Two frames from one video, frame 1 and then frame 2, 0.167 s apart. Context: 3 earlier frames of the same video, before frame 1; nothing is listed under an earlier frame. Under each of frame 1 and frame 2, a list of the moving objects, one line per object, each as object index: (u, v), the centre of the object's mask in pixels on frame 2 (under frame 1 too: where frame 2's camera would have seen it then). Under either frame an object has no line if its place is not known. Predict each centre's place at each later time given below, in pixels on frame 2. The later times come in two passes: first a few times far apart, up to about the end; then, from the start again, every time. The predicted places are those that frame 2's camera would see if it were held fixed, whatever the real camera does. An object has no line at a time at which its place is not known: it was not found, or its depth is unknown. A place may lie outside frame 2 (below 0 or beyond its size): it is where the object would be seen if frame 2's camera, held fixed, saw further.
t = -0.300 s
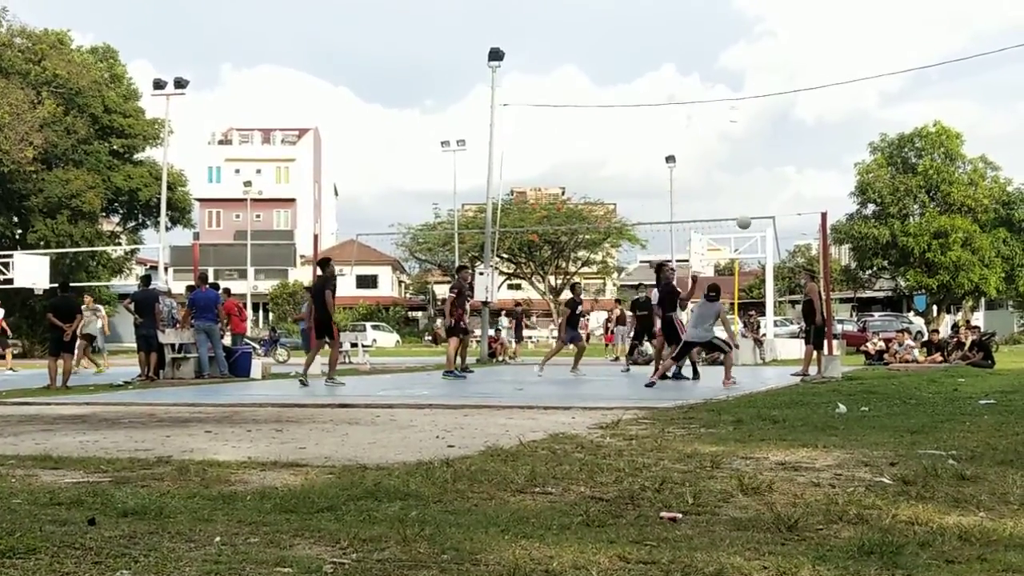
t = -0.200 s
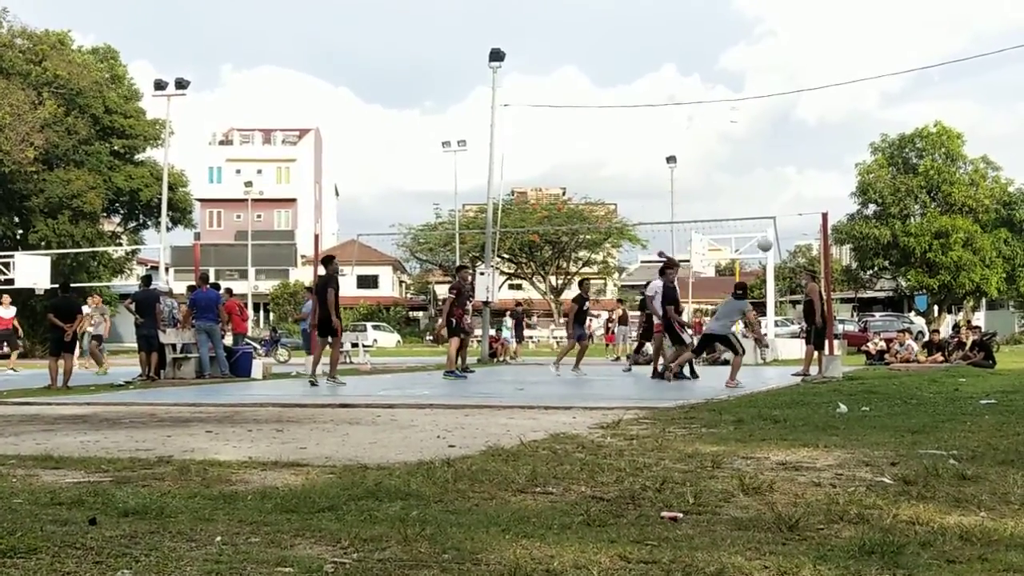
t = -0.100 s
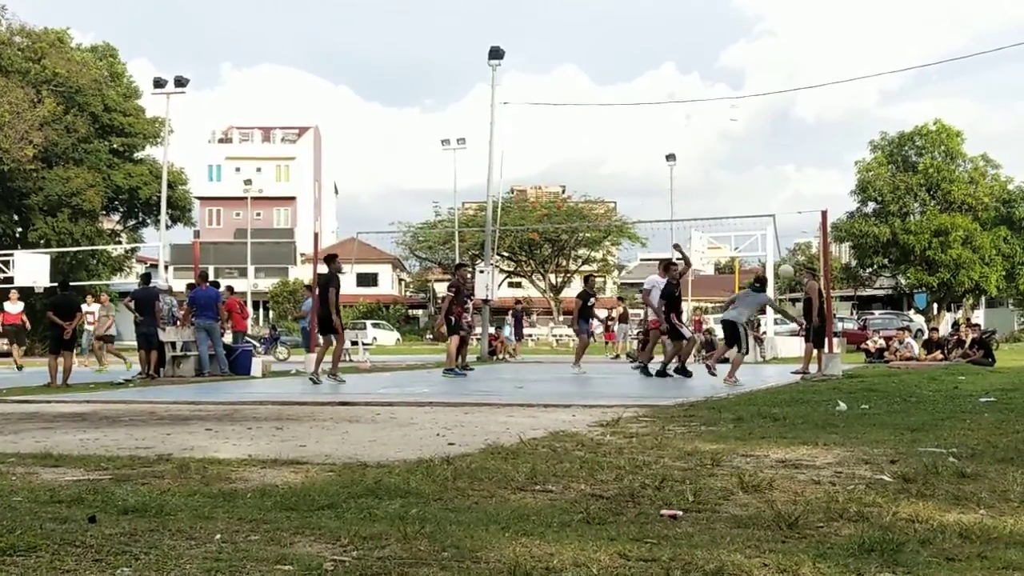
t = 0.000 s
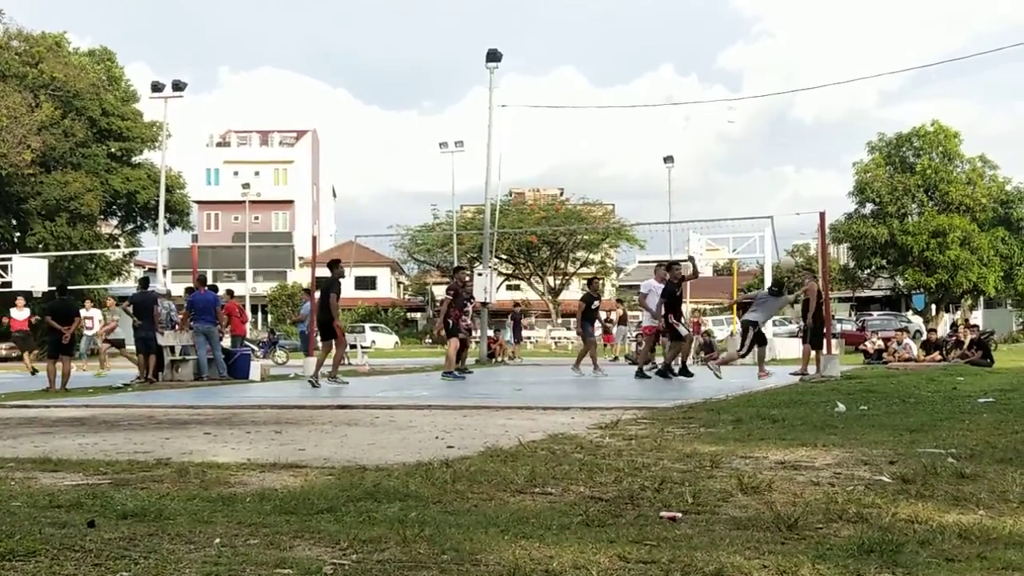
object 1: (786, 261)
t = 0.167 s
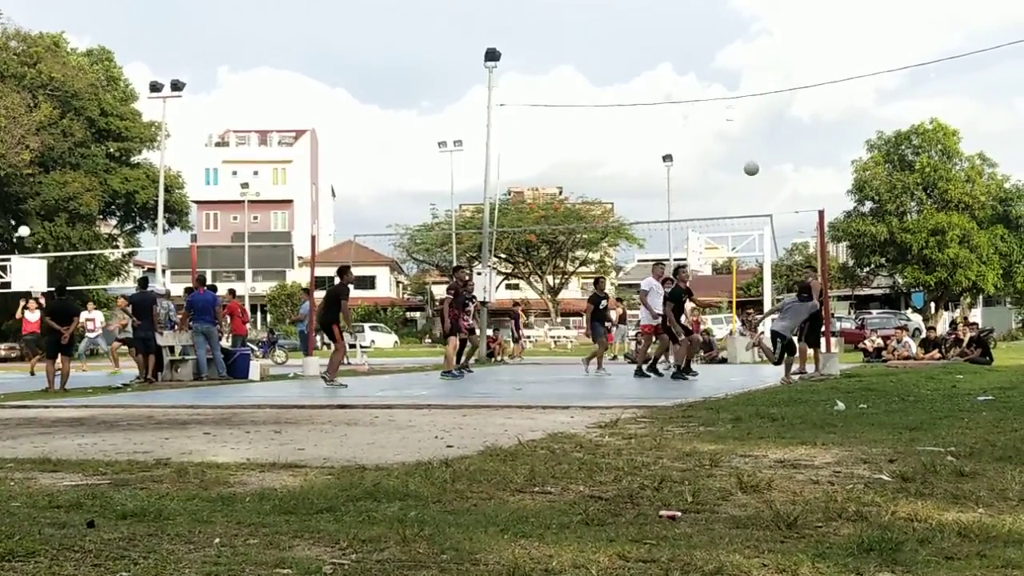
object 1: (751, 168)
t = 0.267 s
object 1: (731, 124)
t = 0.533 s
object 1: (681, 40)
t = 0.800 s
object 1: (633, 9)
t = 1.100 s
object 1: (582, 32)
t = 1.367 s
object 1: (541, 102)
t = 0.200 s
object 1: (744, 153)
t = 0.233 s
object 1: (738, 138)
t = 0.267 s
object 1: (731, 124)
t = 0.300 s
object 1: (725, 110)
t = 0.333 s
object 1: (719, 97)
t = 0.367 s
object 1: (712, 86)
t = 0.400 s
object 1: (706, 75)
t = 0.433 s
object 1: (699, 65)
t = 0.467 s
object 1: (693, 56)
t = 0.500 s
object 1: (687, 48)
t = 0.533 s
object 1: (681, 40)
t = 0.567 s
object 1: (675, 33)
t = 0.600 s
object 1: (669, 27)
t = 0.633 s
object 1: (663, 22)
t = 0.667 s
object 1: (657, 18)
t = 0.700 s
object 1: (651, 14)
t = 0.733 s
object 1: (645, 12)
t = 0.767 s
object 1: (638, 11)
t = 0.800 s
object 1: (633, 9)
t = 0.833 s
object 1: (627, 7)
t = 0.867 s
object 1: (621, 9)
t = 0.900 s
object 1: (616, 10)
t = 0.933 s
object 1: (610, 11)
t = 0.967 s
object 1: (605, 14)
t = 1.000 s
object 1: (599, 17)
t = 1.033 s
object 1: (593, 21)
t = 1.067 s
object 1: (588, 26)
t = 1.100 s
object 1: (582, 32)
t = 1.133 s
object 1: (577, 38)
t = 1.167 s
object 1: (572, 45)
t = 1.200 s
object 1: (566, 53)
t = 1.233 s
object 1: (561, 61)
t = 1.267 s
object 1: (556, 70)
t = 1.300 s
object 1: (551, 80)
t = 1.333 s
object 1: (546, 91)
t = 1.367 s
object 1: (541, 102)
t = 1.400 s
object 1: (535, 114)
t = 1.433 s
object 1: (531, 126)
